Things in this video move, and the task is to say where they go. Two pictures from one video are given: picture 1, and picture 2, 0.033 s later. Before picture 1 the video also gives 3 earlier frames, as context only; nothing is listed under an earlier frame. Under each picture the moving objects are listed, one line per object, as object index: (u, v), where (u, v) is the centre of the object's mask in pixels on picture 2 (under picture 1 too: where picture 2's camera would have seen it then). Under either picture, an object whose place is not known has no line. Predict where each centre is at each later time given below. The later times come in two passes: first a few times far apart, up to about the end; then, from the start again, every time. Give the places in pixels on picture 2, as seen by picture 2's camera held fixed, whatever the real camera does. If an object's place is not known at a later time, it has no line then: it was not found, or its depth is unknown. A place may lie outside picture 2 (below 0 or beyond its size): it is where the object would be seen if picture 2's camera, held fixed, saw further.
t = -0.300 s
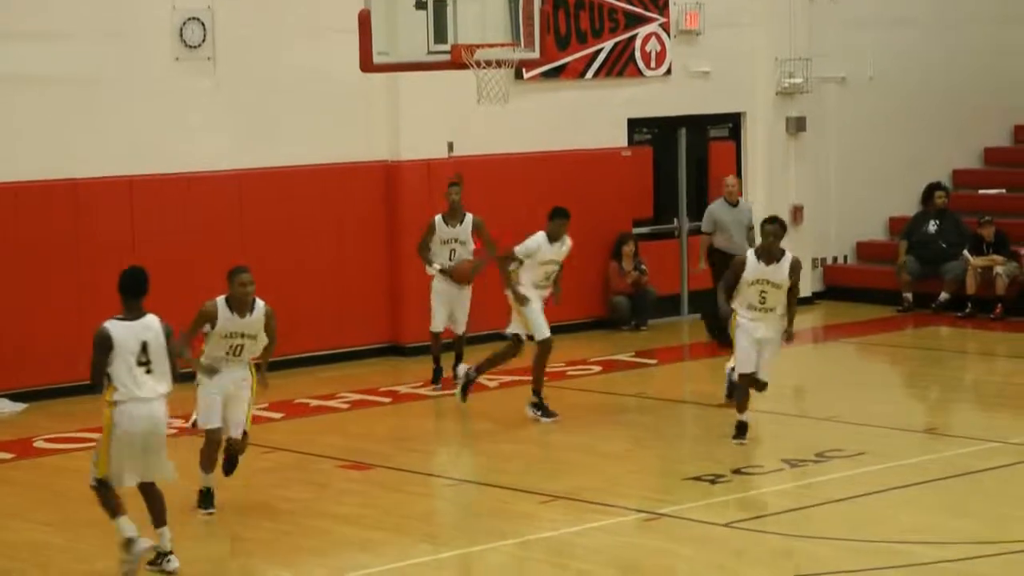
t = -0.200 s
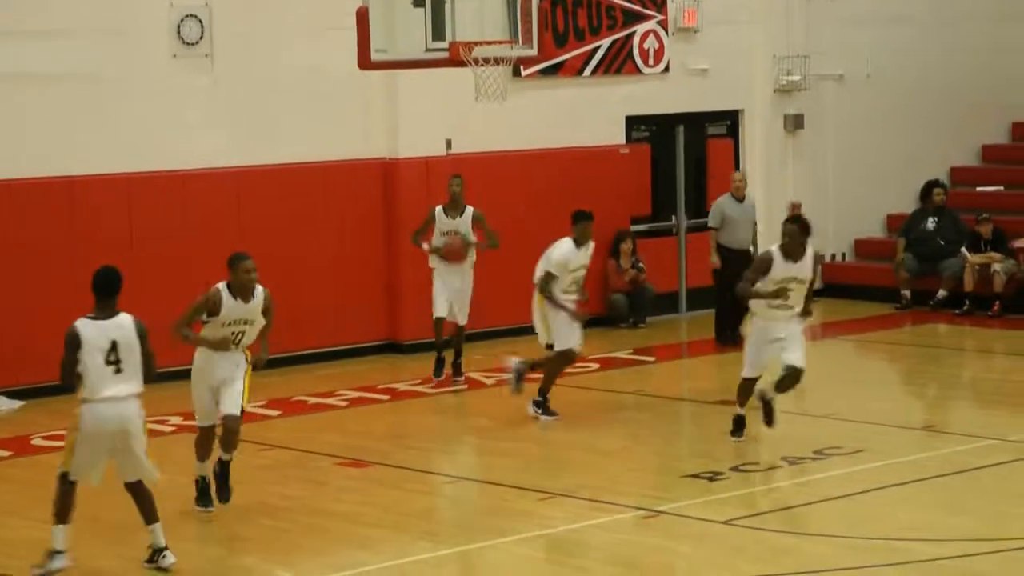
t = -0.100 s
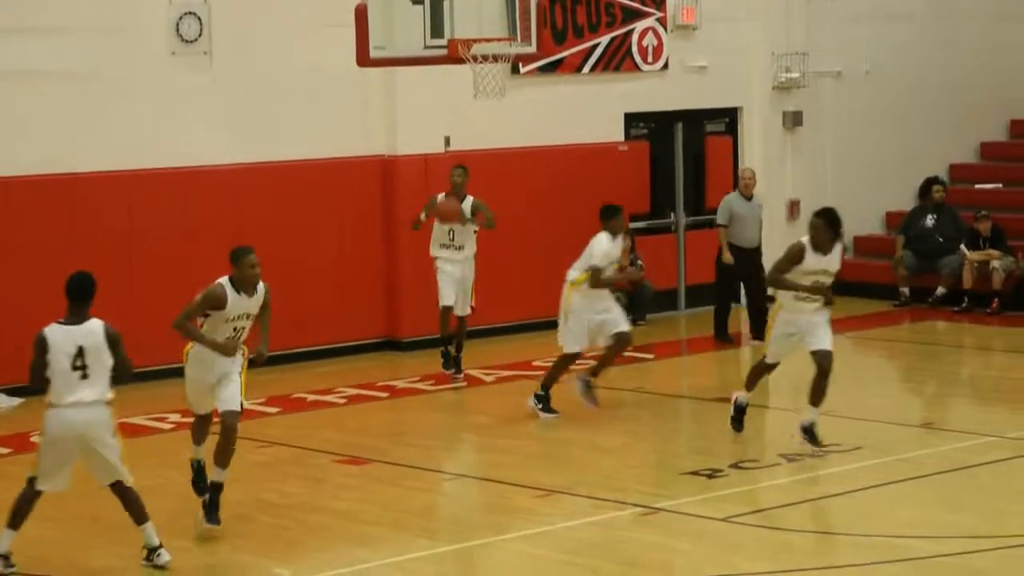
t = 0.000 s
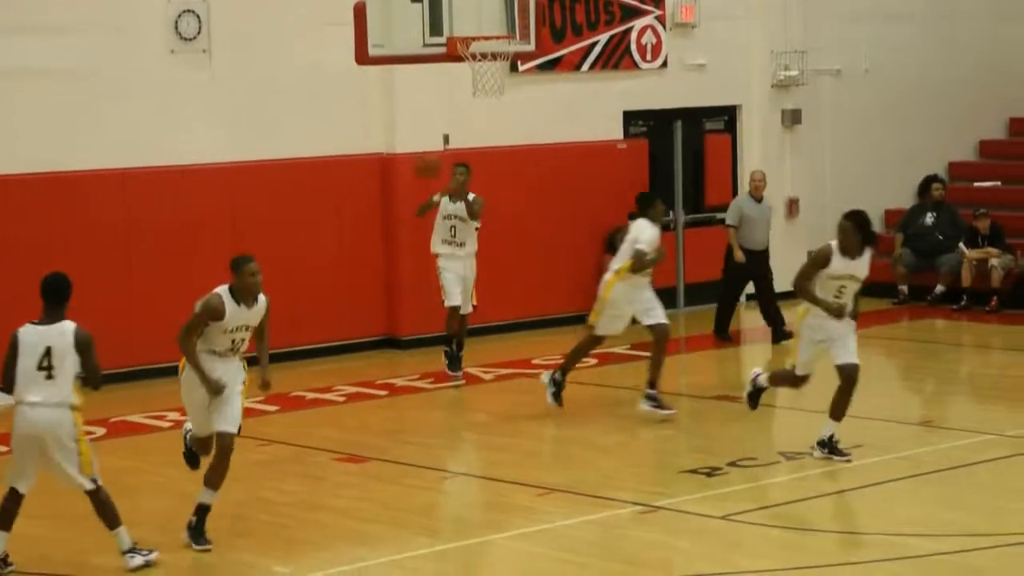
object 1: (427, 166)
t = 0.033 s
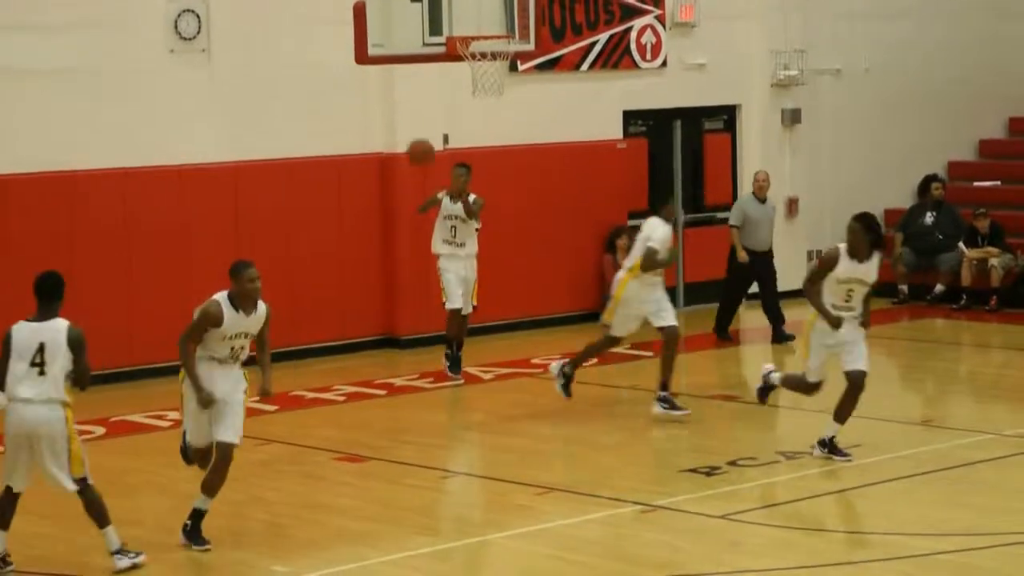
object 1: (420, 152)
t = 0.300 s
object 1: (365, 86)
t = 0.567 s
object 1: (303, 100)
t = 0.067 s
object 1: (414, 140)
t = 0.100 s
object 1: (407, 129)
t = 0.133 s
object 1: (400, 119)
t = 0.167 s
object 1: (393, 111)
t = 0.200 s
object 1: (386, 103)
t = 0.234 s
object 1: (379, 96)
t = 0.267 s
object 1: (372, 90)
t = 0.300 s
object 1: (365, 86)
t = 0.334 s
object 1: (357, 83)
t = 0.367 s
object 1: (350, 81)
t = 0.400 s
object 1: (342, 81)
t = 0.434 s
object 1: (334, 82)
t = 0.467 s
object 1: (327, 84)
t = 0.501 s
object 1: (319, 88)
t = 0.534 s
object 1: (311, 93)
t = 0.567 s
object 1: (303, 100)
